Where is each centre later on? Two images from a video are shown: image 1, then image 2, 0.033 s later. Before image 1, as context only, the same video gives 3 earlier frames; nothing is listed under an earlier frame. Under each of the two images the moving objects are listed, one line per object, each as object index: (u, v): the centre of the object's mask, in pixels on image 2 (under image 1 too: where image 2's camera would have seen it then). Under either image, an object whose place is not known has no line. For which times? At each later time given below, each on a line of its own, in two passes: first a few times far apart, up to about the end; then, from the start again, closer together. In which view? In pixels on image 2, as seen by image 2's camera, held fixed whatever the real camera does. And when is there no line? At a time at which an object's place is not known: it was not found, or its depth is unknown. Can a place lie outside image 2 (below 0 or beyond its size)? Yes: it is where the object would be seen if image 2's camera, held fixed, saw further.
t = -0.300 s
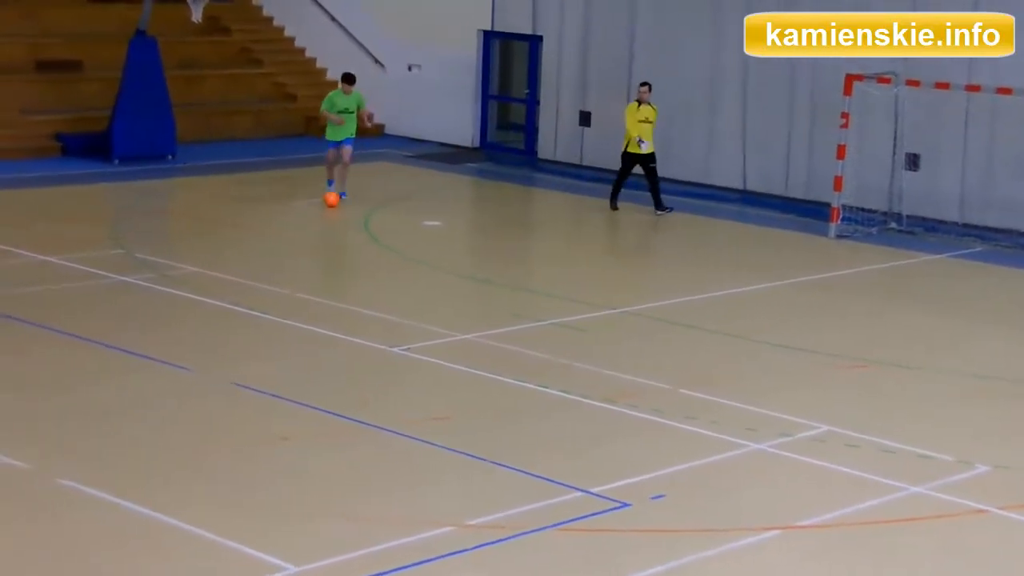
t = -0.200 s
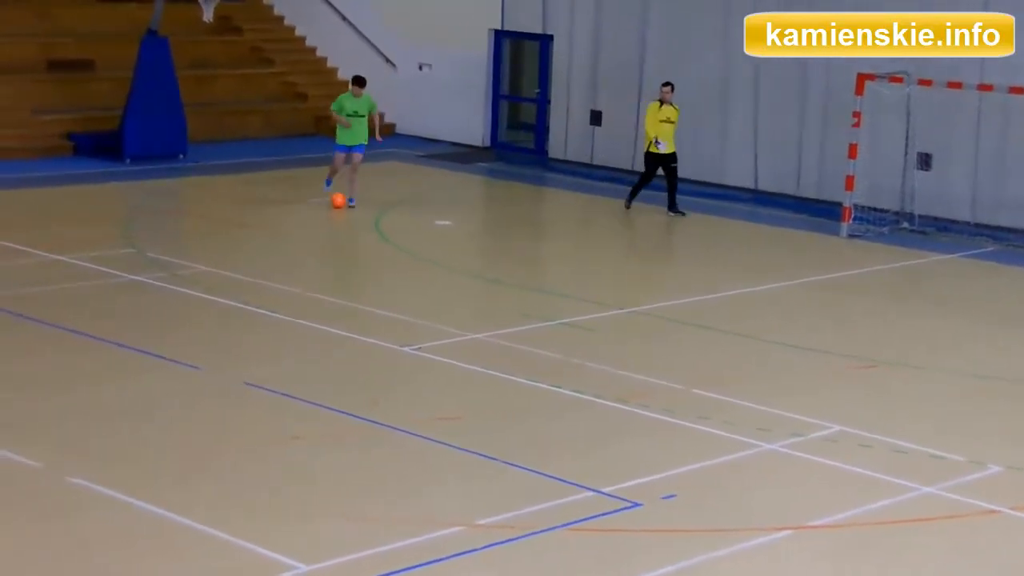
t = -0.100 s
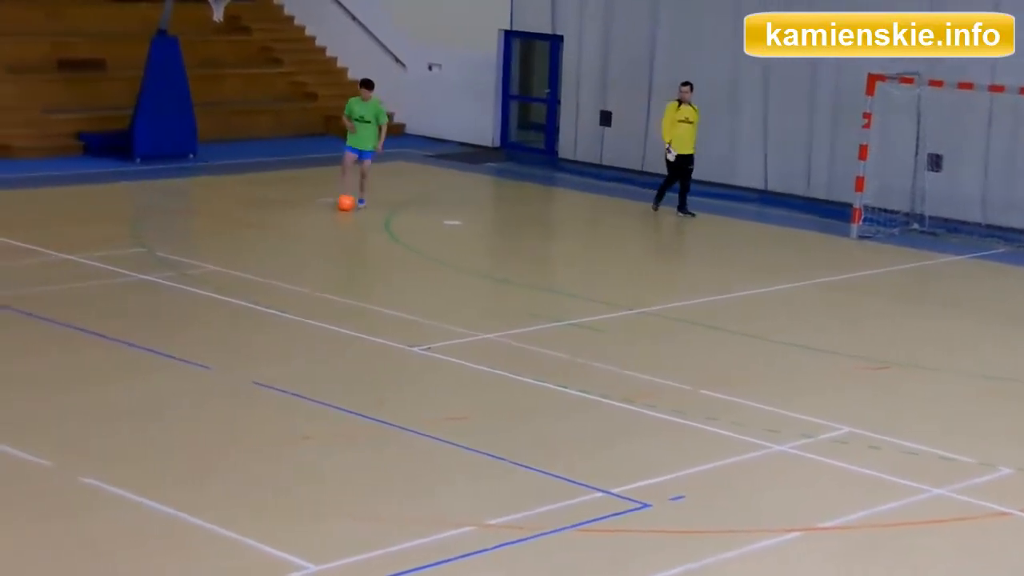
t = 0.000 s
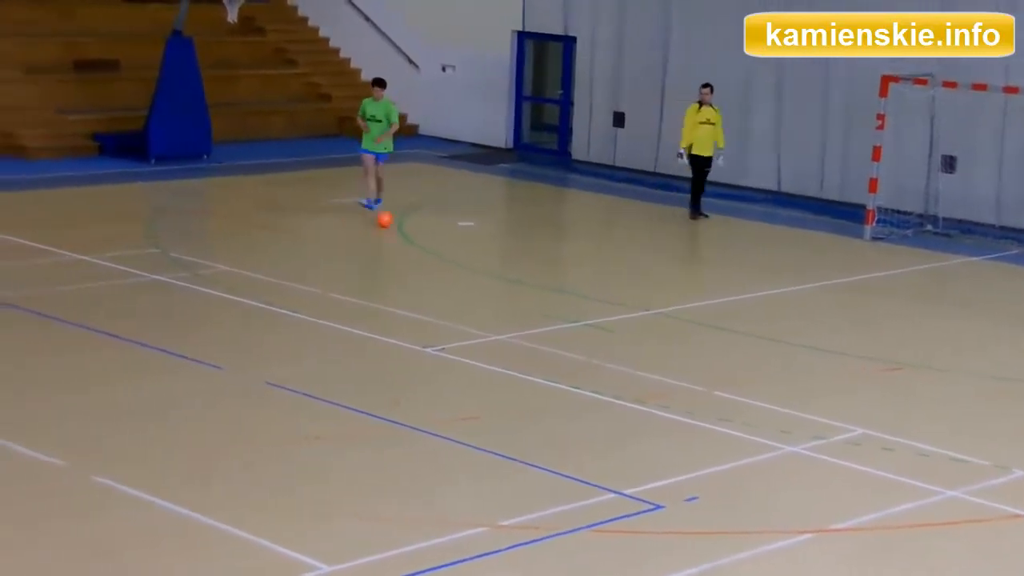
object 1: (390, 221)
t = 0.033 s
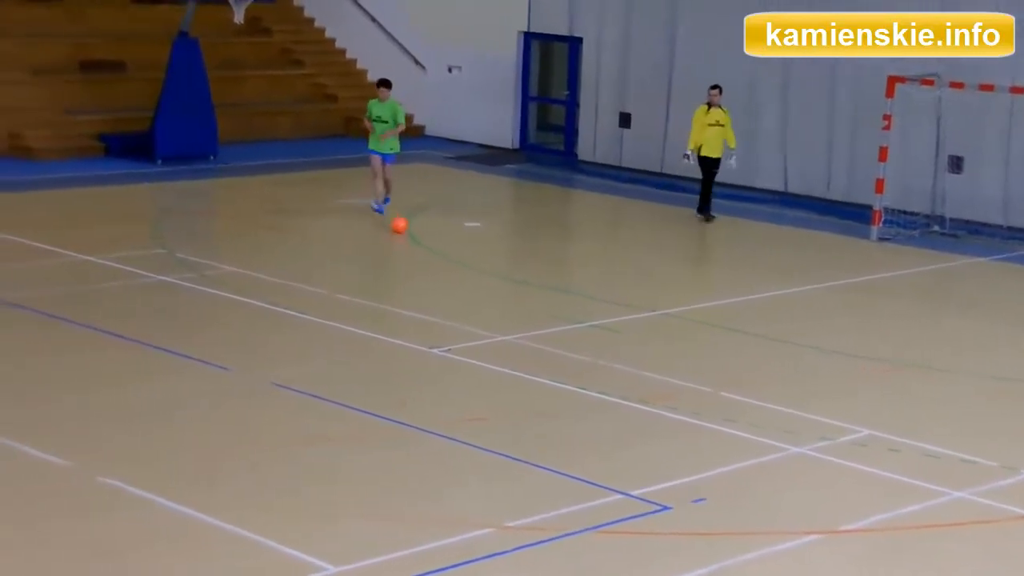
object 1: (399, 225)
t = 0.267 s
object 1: (466, 263)
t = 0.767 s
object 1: (620, 356)
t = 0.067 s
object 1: (408, 230)
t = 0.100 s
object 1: (417, 235)
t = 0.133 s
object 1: (427, 242)
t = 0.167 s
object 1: (436, 247)
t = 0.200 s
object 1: (446, 252)
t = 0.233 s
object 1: (456, 258)
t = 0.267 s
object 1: (466, 263)
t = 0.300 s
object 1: (476, 270)
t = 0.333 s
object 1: (486, 275)
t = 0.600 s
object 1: (567, 323)
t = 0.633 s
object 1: (577, 330)
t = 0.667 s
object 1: (587, 336)
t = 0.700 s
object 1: (598, 343)
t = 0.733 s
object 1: (608, 350)
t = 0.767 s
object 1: (620, 356)
